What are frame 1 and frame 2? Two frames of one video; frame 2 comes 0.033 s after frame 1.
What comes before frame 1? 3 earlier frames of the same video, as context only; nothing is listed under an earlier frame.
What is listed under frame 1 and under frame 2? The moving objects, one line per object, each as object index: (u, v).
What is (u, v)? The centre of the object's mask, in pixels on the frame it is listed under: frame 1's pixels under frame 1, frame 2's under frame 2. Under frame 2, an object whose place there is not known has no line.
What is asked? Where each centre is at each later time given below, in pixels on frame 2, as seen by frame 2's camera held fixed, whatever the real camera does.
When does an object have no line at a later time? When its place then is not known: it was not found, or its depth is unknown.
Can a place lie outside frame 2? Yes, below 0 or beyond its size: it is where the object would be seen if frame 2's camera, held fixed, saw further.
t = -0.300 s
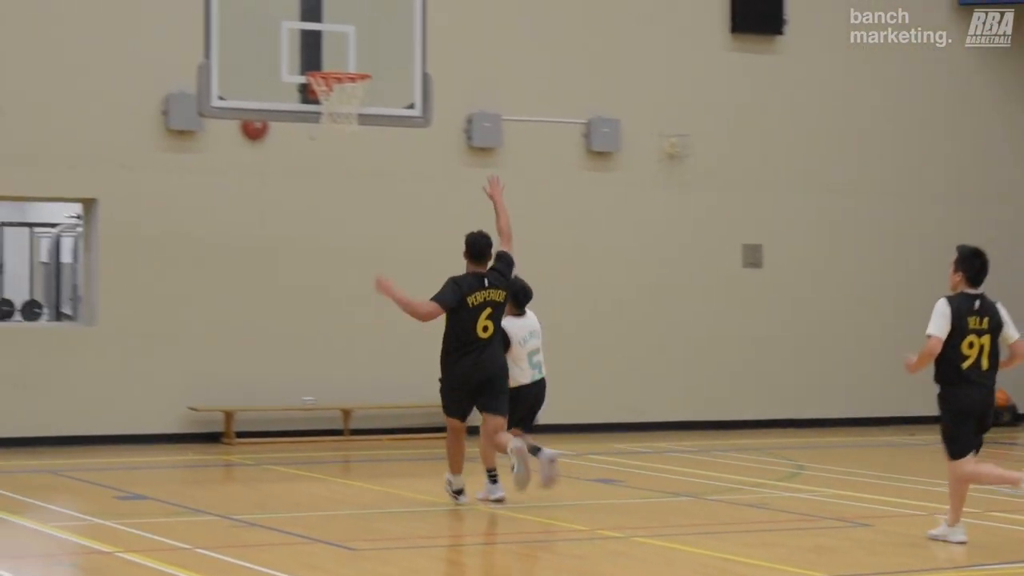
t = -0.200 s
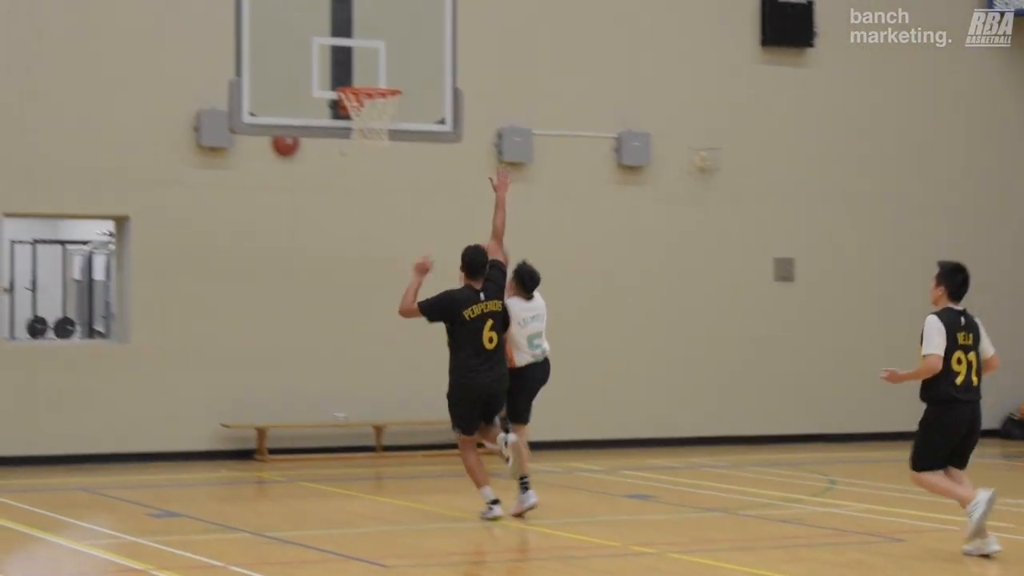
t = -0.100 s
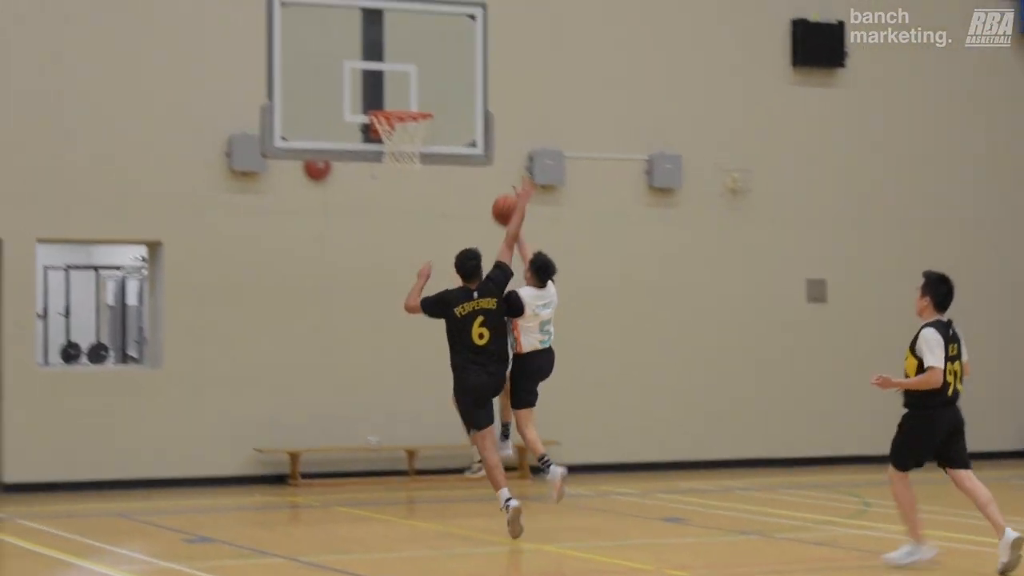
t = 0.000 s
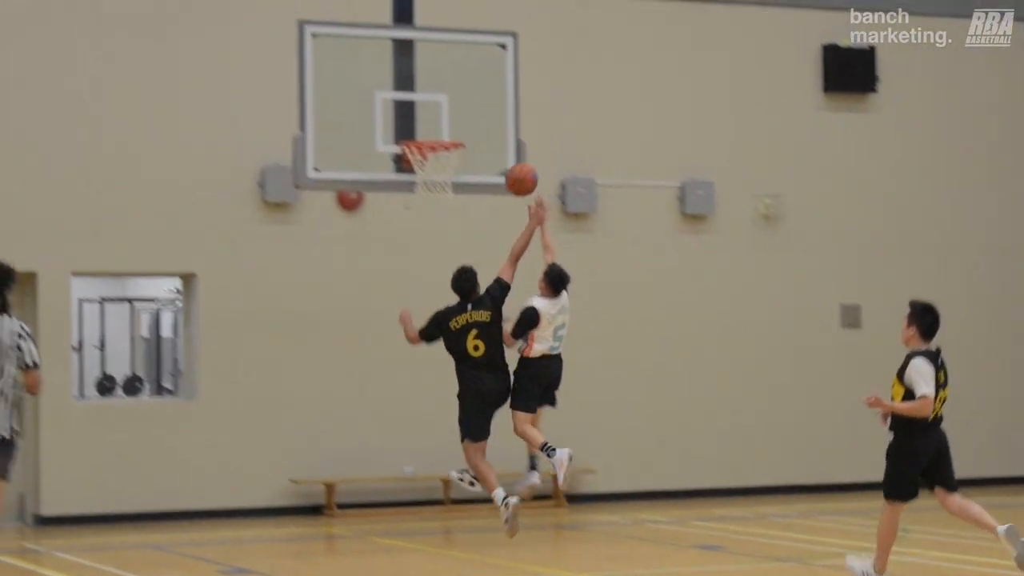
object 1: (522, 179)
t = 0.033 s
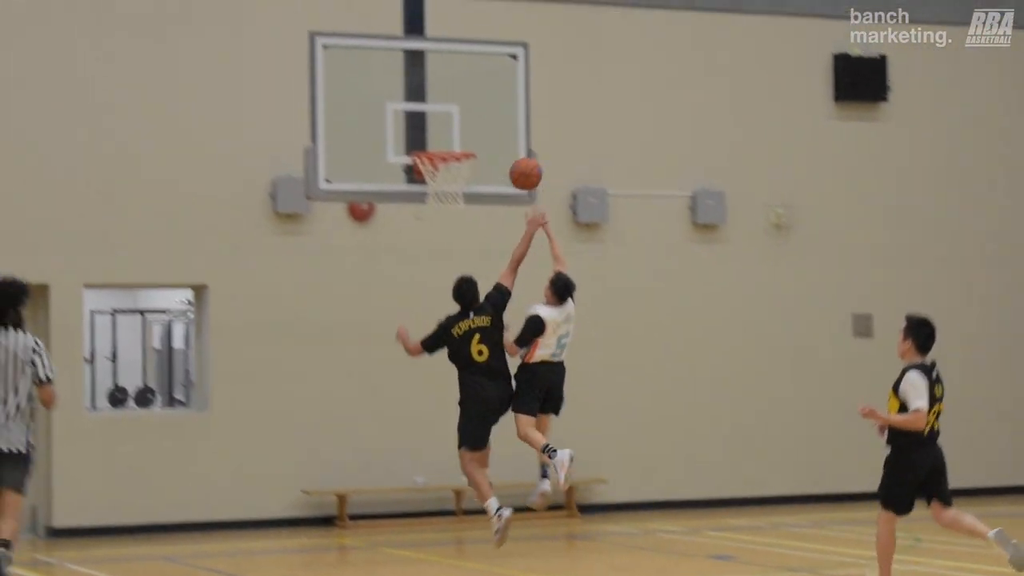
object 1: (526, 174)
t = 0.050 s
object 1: (522, 167)
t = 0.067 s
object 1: (518, 159)
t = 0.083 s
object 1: (515, 152)
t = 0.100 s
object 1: (511, 147)
